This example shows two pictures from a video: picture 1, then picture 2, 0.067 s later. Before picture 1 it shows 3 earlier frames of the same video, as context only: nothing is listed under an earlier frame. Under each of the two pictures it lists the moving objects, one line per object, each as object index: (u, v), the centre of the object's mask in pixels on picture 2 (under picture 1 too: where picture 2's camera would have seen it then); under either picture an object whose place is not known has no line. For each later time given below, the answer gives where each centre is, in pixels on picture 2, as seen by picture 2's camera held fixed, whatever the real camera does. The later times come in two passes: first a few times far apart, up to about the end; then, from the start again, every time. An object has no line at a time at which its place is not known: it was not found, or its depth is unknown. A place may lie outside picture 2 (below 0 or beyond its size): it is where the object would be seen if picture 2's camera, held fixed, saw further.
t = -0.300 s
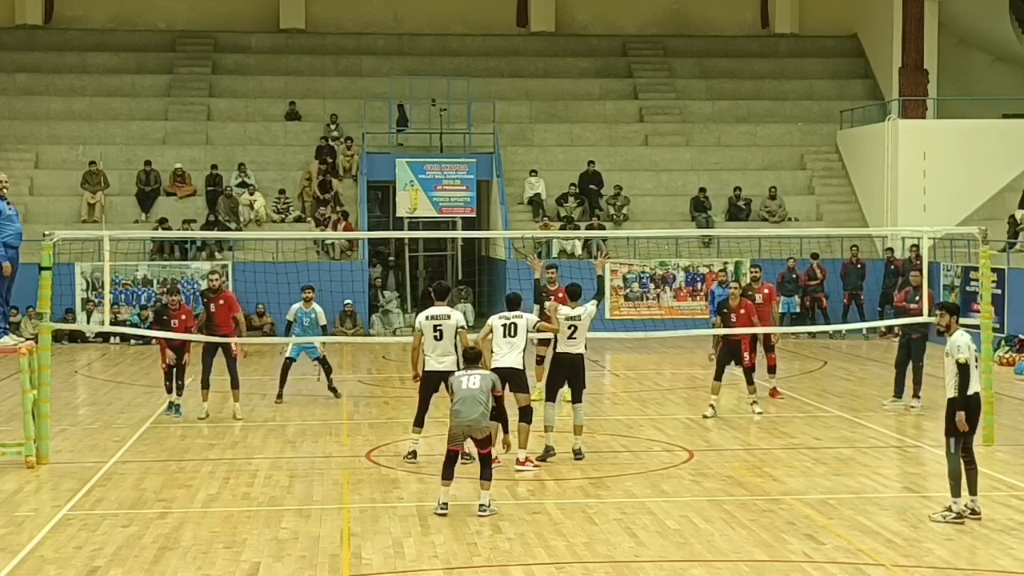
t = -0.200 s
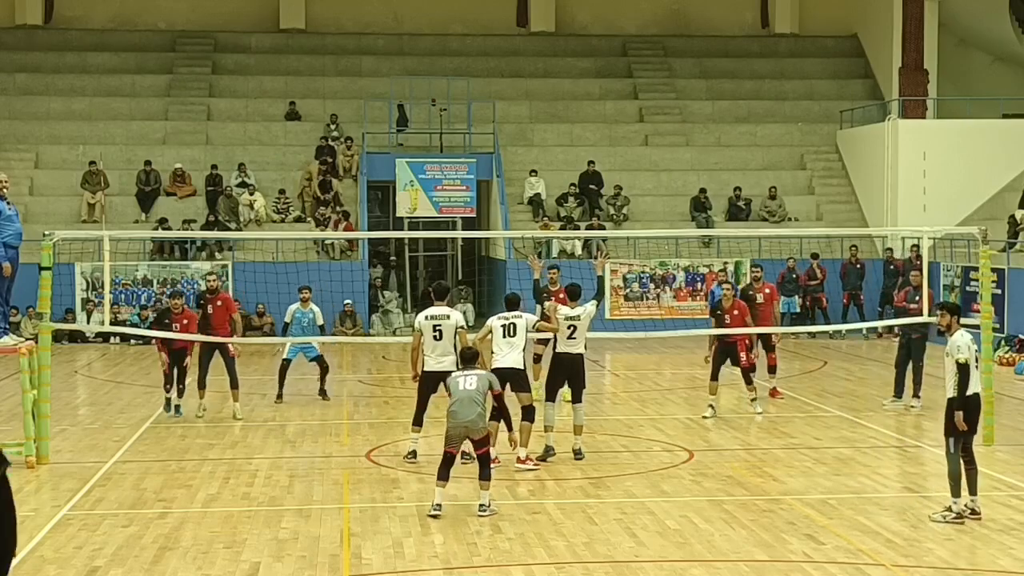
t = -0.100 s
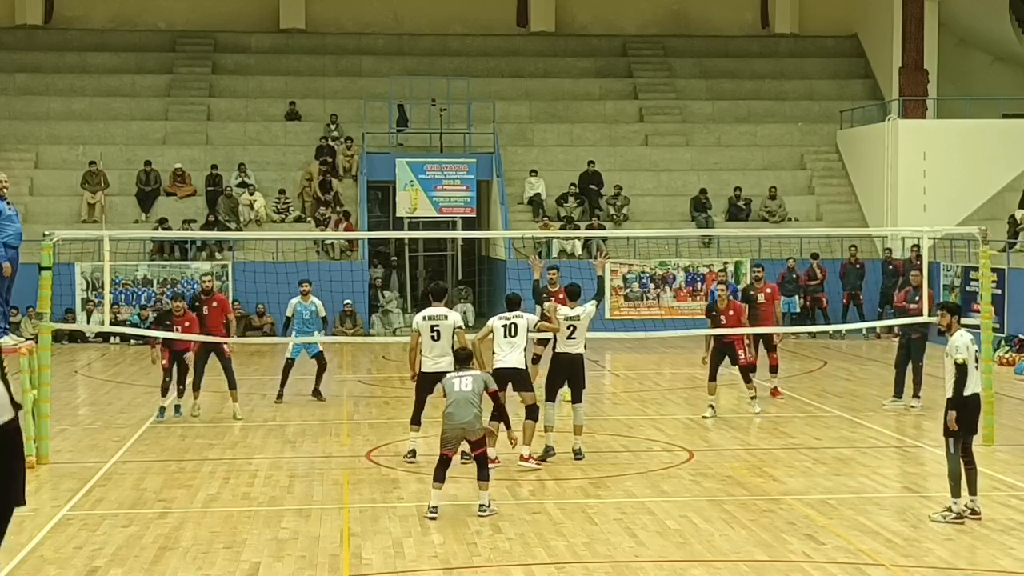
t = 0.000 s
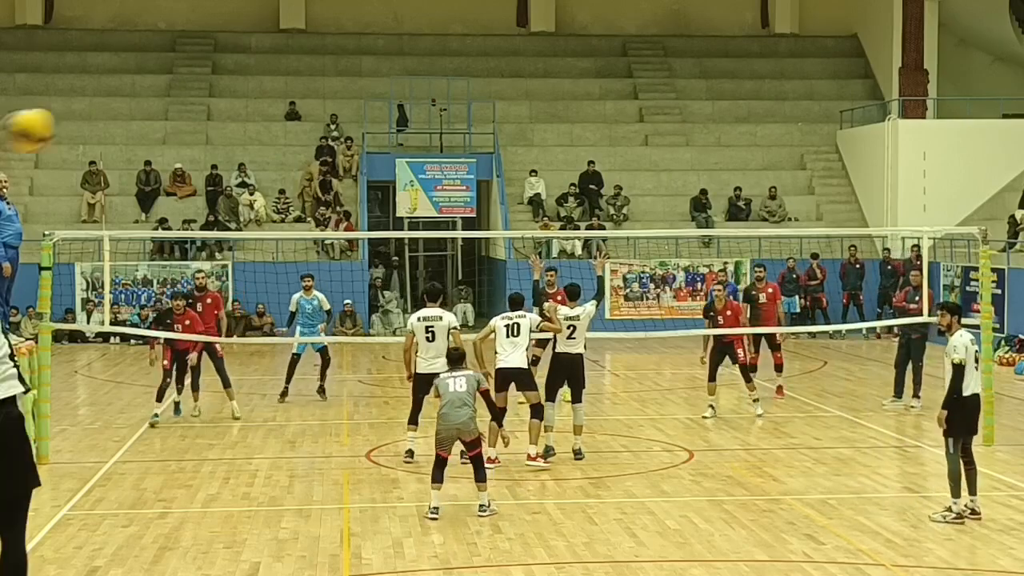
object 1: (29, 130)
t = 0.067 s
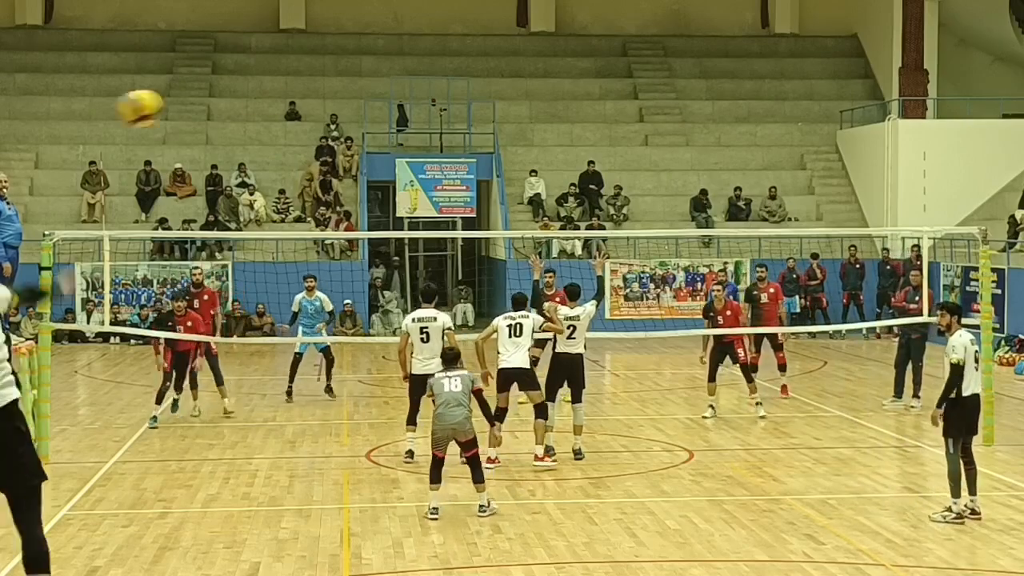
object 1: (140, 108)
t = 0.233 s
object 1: (328, 103)
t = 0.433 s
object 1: (468, 140)
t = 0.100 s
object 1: (186, 103)
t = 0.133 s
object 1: (227, 99)
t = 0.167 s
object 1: (264, 99)
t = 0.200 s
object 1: (298, 100)
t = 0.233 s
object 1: (328, 103)
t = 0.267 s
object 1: (355, 107)
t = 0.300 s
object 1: (381, 112)
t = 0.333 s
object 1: (405, 118)
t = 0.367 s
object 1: (427, 124)
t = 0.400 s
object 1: (448, 131)
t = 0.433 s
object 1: (468, 140)
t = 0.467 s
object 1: (486, 150)
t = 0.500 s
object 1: (502, 160)
